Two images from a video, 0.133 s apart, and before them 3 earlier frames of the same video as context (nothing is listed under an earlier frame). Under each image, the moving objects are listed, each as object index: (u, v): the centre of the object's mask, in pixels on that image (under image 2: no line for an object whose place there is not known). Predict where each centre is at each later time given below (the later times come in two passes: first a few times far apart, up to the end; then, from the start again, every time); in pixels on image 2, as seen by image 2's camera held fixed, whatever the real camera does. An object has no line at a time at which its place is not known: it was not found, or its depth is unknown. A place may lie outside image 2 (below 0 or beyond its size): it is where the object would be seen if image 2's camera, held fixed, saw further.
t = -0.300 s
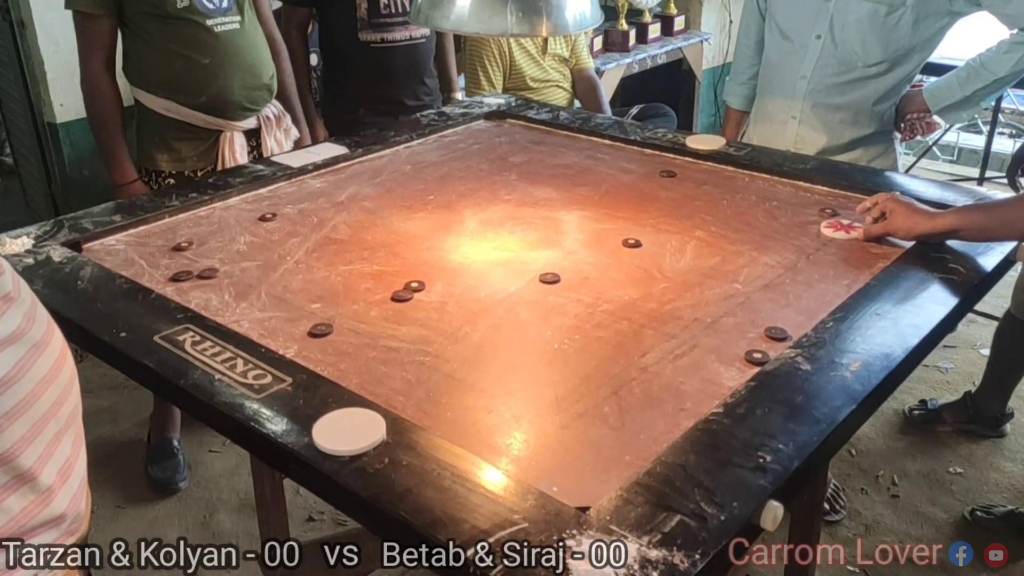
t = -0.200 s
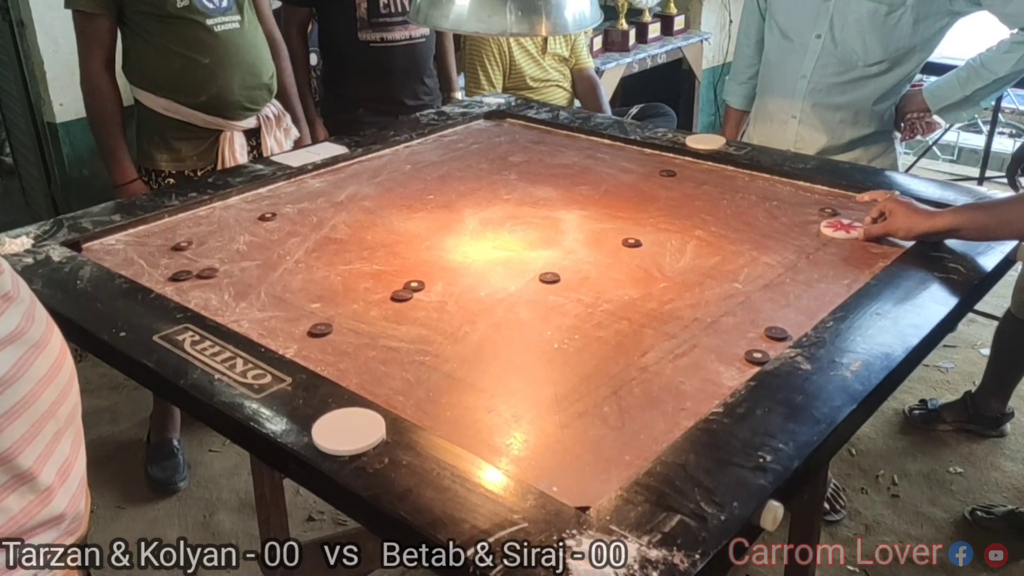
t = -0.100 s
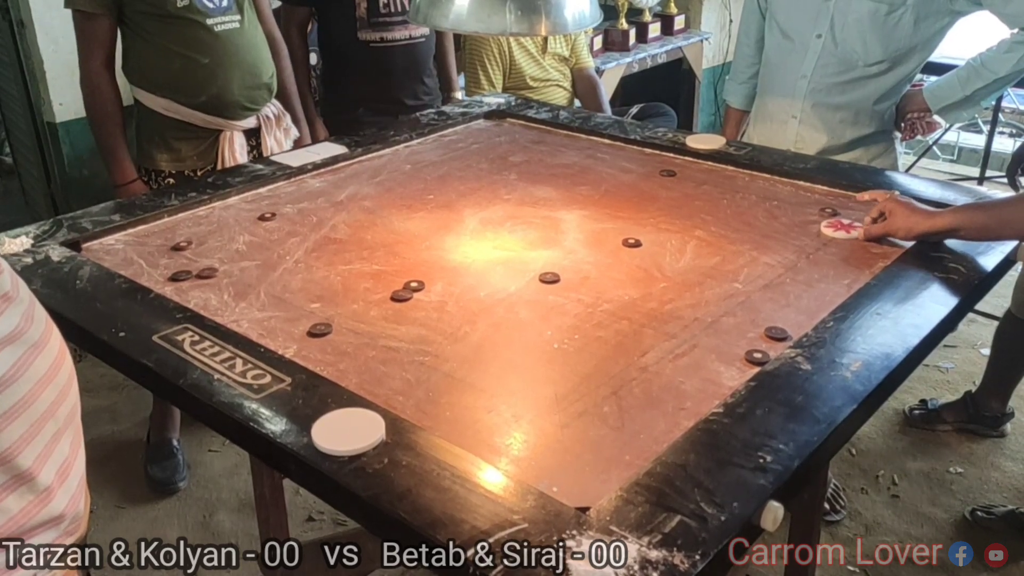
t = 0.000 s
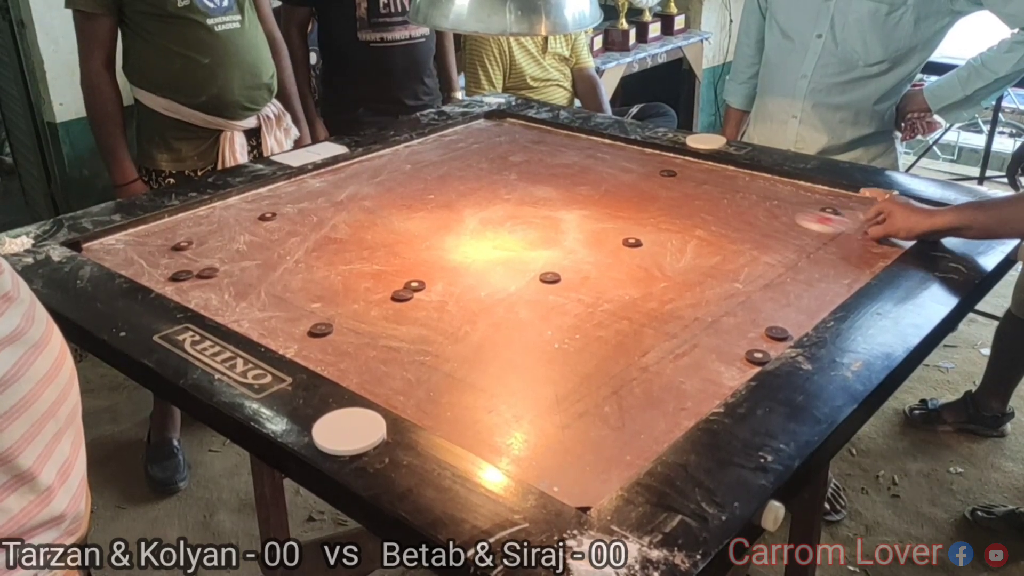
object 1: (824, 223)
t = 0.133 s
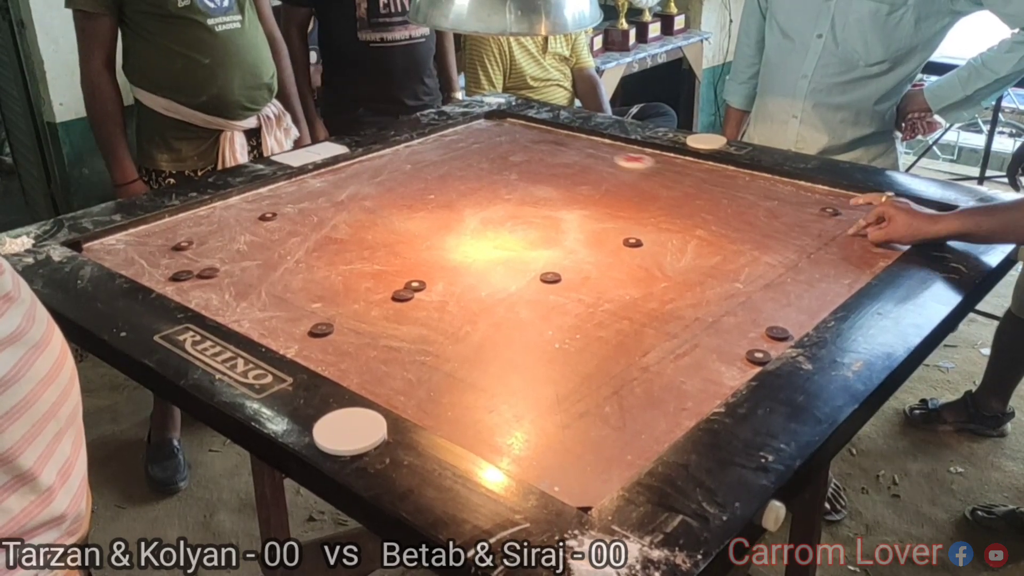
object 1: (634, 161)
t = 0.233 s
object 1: (553, 138)
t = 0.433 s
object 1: (487, 164)
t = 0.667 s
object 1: (433, 201)
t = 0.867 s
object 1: (394, 227)
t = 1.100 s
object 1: (368, 243)
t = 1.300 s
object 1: (366, 245)
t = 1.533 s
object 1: (366, 245)
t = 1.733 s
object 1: (366, 245)
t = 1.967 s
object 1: (366, 245)
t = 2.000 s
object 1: (366, 245)
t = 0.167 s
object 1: (604, 151)
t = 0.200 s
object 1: (575, 142)
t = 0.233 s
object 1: (553, 138)
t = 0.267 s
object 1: (534, 139)
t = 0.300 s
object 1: (519, 142)
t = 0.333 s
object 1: (512, 147)
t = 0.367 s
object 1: (503, 153)
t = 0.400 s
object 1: (495, 158)
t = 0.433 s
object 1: (487, 164)
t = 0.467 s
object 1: (479, 169)
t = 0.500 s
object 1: (471, 174)
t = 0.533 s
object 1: (463, 179)
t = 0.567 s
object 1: (456, 185)
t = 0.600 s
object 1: (448, 190)
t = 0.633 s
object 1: (440, 196)
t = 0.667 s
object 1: (433, 201)
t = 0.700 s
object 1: (425, 206)
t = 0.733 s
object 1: (418, 210)
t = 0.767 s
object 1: (411, 215)
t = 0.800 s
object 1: (405, 219)
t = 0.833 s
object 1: (400, 223)
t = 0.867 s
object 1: (394, 227)
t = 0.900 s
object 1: (389, 230)
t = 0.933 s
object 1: (384, 233)
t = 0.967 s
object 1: (380, 236)
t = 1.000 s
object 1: (376, 238)
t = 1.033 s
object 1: (373, 240)
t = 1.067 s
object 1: (371, 242)
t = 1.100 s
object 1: (368, 243)
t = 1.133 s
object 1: (367, 244)
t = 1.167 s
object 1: (366, 245)
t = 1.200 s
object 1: (366, 245)
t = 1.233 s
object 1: (366, 245)
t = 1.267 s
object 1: (366, 245)
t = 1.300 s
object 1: (366, 245)
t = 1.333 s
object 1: (366, 245)
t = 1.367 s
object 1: (366, 245)
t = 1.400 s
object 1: (366, 245)
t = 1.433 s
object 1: (366, 245)
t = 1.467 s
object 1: (366, 245)
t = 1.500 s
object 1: (366, 245)
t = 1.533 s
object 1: (366, 245)
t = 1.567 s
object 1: (366, 245)
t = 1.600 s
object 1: (366, 245)
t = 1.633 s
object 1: (366, 245)
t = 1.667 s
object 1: (366, 245)
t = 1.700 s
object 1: (366, 245)
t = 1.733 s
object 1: (366, 245)
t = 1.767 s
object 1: (366, 245)
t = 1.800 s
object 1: (366, 245)
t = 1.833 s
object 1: (366, 245)
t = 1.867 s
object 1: (365, 245)
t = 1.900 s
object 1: (366, 245)
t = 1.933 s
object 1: (366, 245)
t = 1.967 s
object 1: (366, 245)
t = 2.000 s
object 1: (366, 245)
